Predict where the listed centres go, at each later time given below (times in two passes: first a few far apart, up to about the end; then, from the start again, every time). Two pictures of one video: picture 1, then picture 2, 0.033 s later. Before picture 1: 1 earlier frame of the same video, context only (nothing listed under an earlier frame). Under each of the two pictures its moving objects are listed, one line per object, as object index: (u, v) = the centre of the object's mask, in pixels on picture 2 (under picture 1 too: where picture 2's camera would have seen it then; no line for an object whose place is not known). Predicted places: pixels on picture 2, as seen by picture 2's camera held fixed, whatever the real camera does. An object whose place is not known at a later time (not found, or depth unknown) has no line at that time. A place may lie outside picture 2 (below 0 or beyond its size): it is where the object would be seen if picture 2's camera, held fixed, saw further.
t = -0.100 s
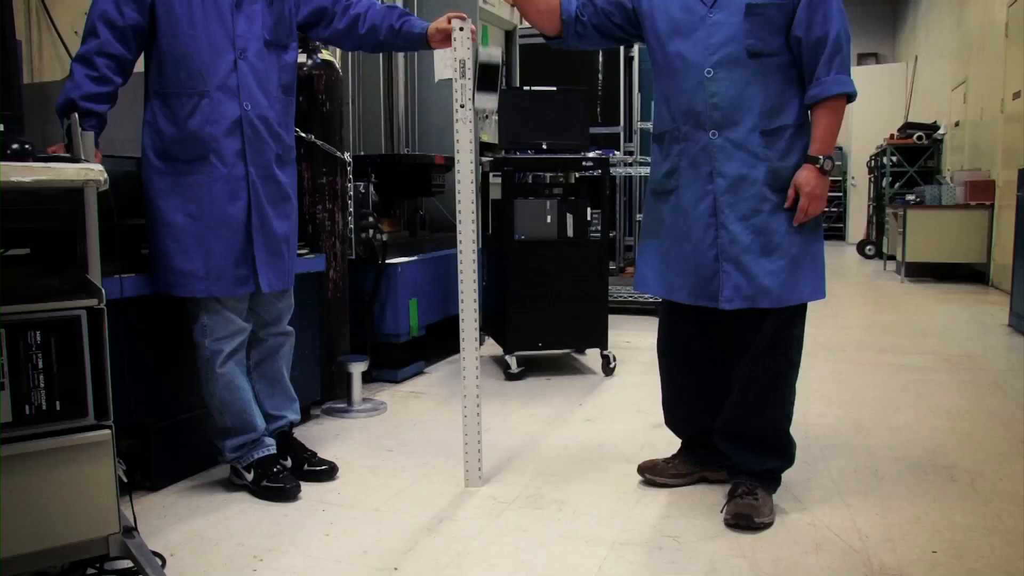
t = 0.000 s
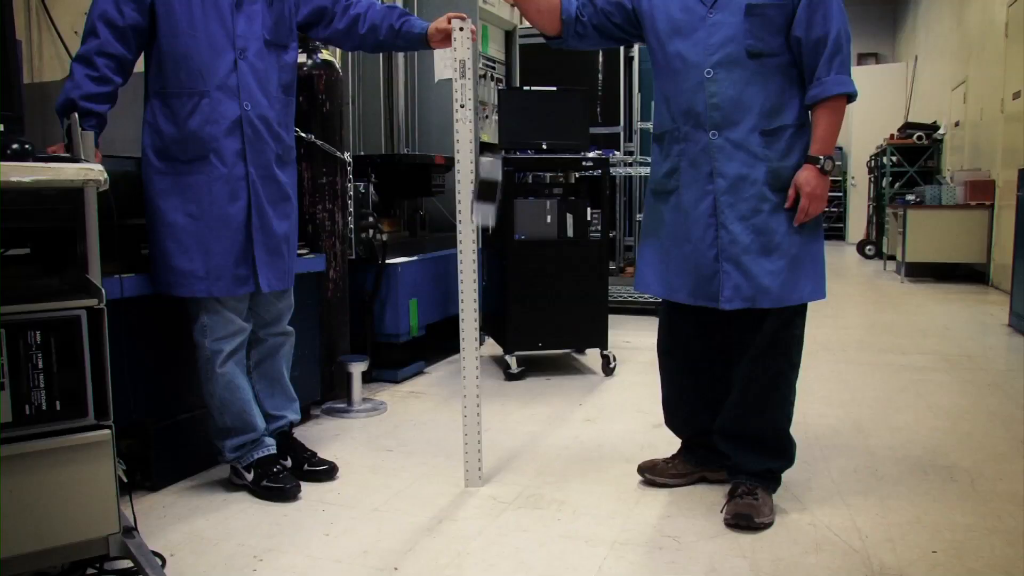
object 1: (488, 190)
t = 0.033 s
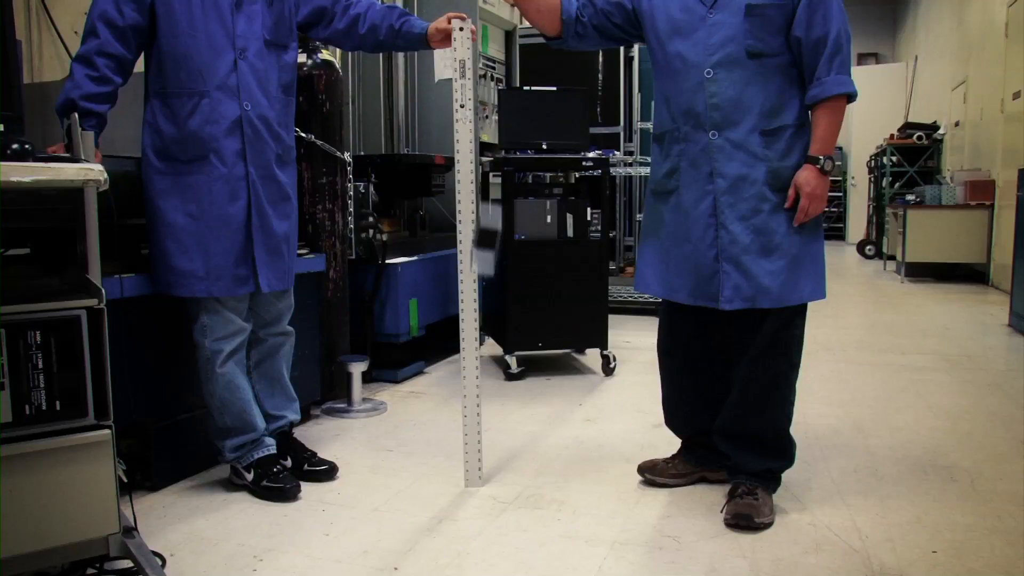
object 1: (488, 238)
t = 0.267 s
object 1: (487, 469)
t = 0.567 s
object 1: (500, 472)
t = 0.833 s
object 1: (506, 469)
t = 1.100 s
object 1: (506, 469)
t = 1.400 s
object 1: (506, 469)
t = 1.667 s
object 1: (506, 469)
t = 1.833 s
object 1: (506, 469)
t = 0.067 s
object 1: (488, 289)
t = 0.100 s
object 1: (489, 336)
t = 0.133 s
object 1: (489, 398)
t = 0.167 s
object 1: (488, 472)
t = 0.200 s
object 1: (487, 482)
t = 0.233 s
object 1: (487, 472)
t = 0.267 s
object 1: (487, 469)
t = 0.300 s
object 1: (488, 471)
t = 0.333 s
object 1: (488, 467)
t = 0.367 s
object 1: (489, 460)
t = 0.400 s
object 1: (491, 458)
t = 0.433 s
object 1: (493, 459)
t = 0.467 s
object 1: (495, 462)
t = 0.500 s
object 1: (496, 463)
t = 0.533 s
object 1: (498, 467)
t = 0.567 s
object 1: (500, 472)
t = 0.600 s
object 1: (502, 469)
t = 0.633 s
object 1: (503, 468)
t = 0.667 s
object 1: (504, 469)
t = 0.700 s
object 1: (505, 469)
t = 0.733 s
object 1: (506, 469)
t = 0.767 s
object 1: (506, 469)
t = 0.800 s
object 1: (506, 469)
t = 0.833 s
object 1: (506, 469)
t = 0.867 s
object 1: (506, 469)
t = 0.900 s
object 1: (506, 469)
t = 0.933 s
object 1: (506, 469)
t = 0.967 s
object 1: (506, 469)
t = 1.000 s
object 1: (506, 469)
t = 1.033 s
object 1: (506, 469)
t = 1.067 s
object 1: (506, 469)
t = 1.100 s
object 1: (506, 469)
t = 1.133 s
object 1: (506, 469)
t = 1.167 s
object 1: (506, 469)
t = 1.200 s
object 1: (506, 469)
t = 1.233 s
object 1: (506, 469)
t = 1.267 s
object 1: (506, 469)
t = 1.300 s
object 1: (506, 469)
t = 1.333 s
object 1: (506, 469)
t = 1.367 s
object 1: (506, 469)
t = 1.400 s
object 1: (506, 469)
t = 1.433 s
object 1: (506, 469)
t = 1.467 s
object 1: (506, 469)
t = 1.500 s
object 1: (506, 469)
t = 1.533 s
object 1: (506, 469)
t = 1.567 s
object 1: (506, 469)
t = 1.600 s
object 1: (506, 469)
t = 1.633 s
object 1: (506, 469)
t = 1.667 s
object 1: (506, 469)
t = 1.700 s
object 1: (506, 469)
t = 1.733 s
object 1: (506, 469)
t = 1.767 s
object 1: (506, 469)
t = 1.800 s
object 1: (506, 469)
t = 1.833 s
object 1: (506, 469)
